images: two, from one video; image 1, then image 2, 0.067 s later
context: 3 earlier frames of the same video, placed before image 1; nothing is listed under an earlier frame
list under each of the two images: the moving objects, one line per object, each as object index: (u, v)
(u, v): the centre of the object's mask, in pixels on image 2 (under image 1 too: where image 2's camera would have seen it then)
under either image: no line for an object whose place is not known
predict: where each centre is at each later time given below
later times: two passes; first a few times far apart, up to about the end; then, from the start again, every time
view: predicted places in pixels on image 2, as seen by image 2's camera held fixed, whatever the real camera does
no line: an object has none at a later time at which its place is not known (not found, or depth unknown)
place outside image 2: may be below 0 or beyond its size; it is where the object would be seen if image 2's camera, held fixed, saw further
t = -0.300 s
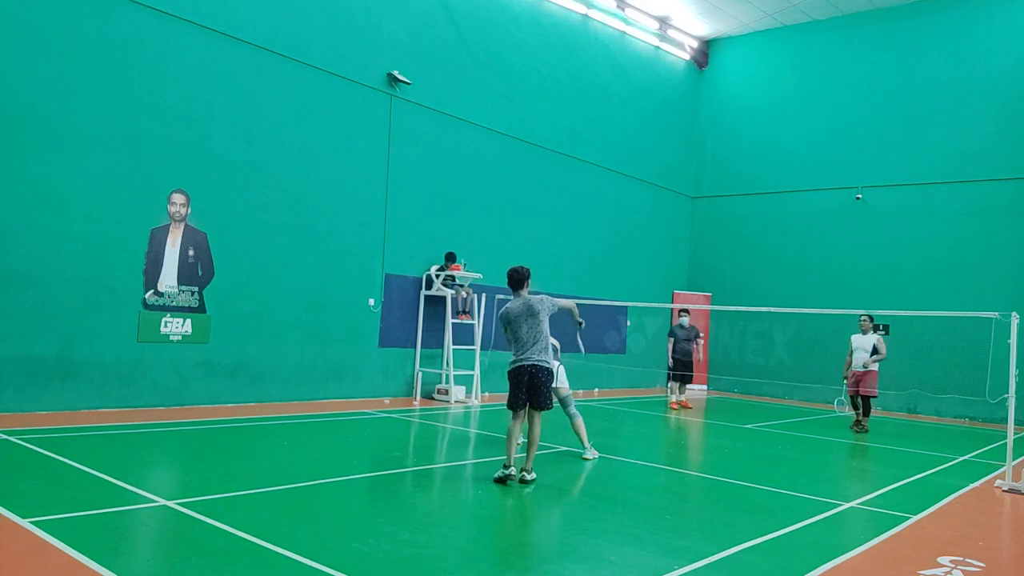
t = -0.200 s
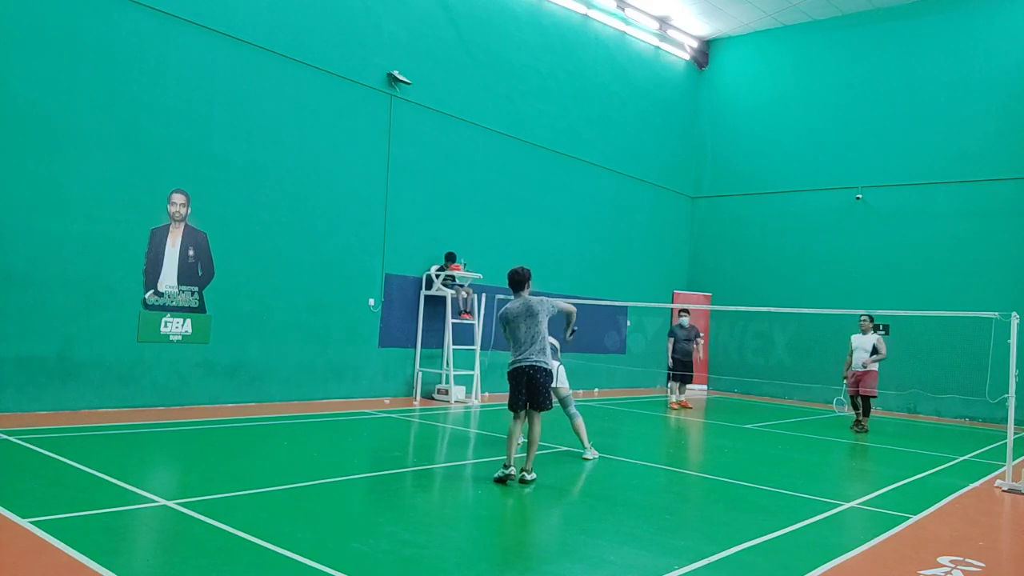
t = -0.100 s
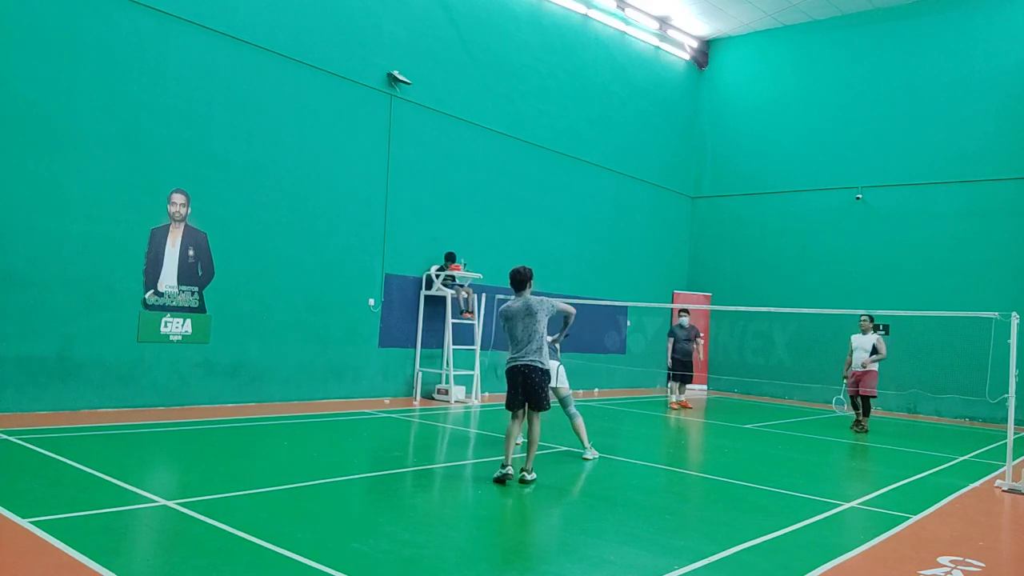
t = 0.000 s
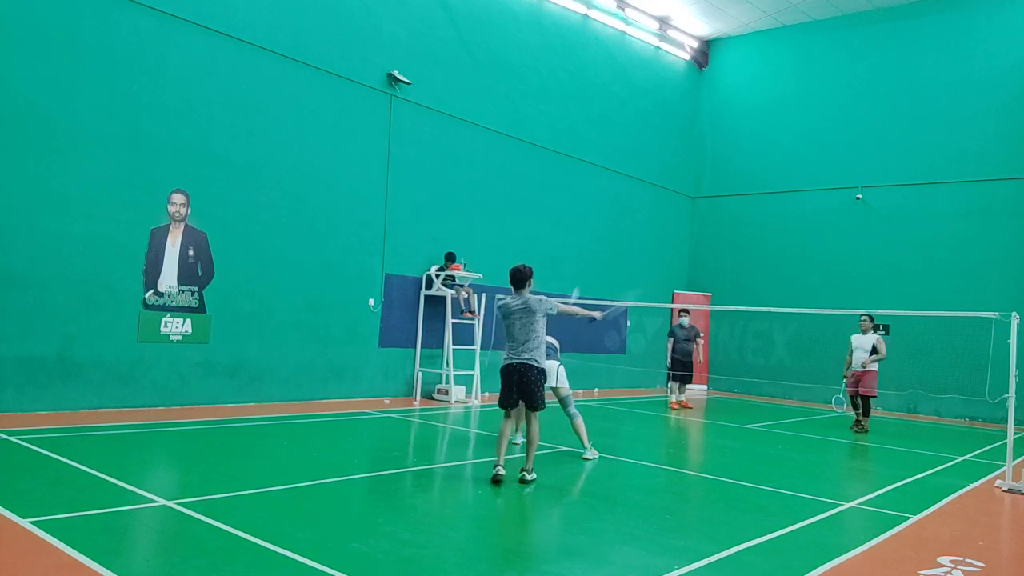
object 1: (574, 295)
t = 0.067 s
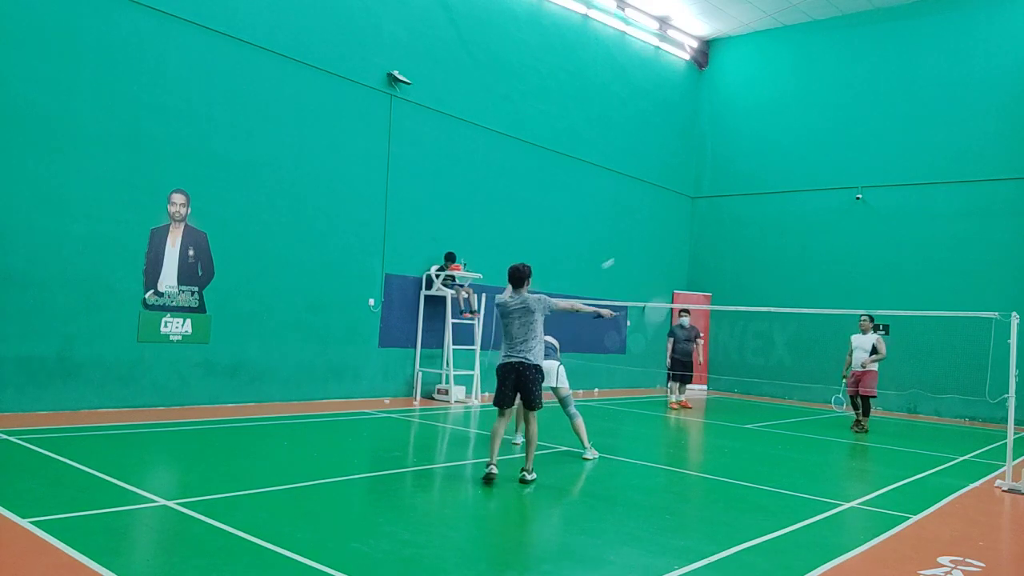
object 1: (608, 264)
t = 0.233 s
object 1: (657, 233)
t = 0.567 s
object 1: (696, 250)
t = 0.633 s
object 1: (701, 259)
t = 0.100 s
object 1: (621, 254)
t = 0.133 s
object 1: (632, 245)
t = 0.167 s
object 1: (641, 240)
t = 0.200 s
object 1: (650, 236)
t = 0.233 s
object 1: (657, 233)
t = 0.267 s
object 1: (662, 231)
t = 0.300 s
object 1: (667, 230)
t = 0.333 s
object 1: (672, 231)
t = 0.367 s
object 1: (677, 232)
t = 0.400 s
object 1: (681, 233)
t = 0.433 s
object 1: (685, 235)
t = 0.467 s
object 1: (687, 238)
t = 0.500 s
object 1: (691, 241)
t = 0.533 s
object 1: (693, 245)
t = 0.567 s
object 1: (696, 250)
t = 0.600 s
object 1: (698, 254)
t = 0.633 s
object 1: (701, 259)
